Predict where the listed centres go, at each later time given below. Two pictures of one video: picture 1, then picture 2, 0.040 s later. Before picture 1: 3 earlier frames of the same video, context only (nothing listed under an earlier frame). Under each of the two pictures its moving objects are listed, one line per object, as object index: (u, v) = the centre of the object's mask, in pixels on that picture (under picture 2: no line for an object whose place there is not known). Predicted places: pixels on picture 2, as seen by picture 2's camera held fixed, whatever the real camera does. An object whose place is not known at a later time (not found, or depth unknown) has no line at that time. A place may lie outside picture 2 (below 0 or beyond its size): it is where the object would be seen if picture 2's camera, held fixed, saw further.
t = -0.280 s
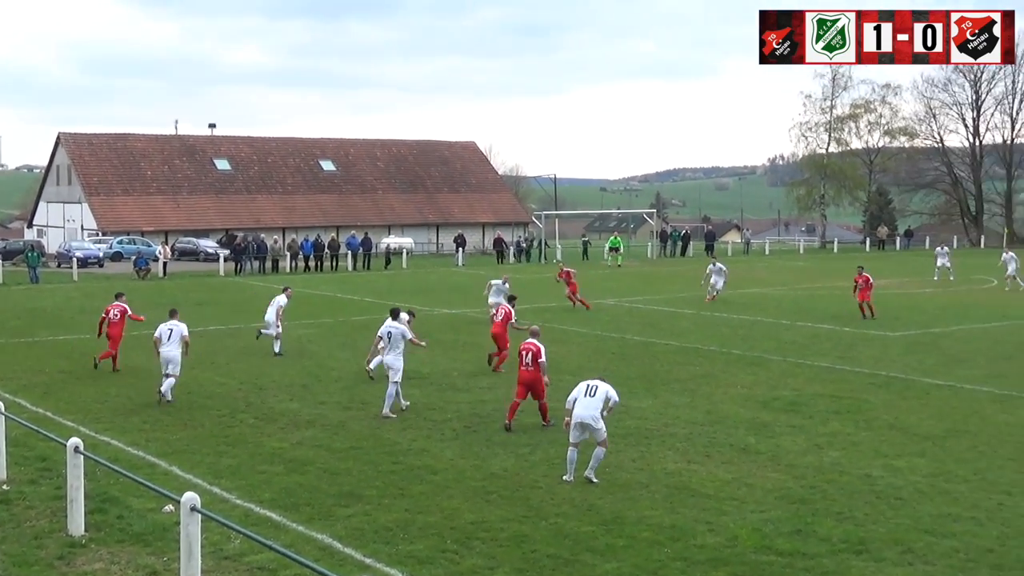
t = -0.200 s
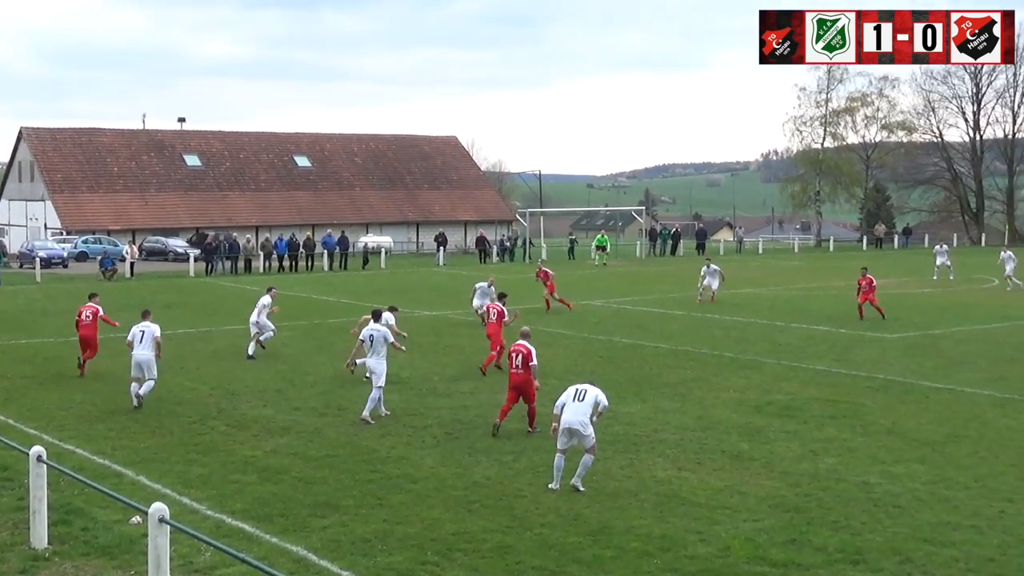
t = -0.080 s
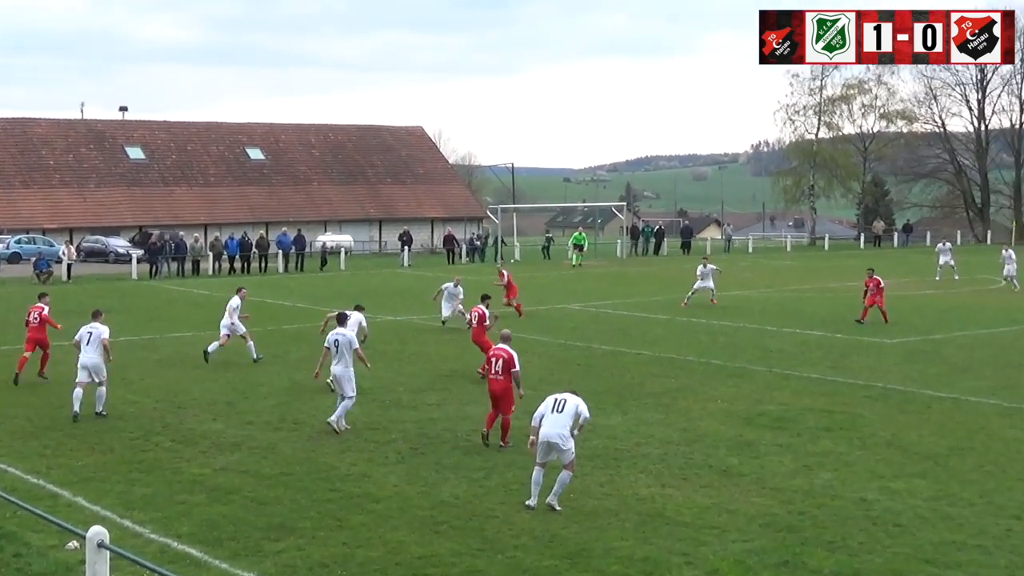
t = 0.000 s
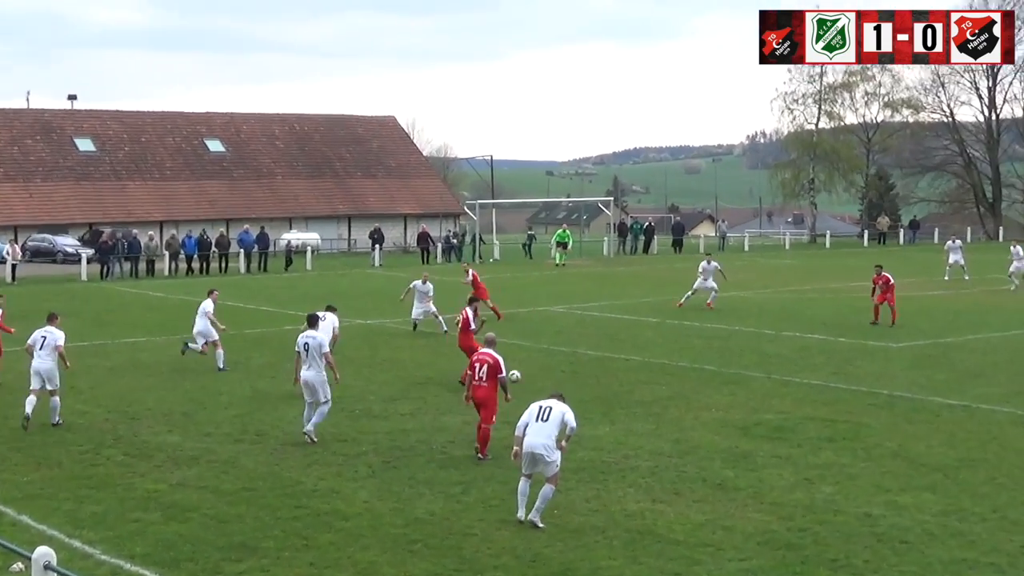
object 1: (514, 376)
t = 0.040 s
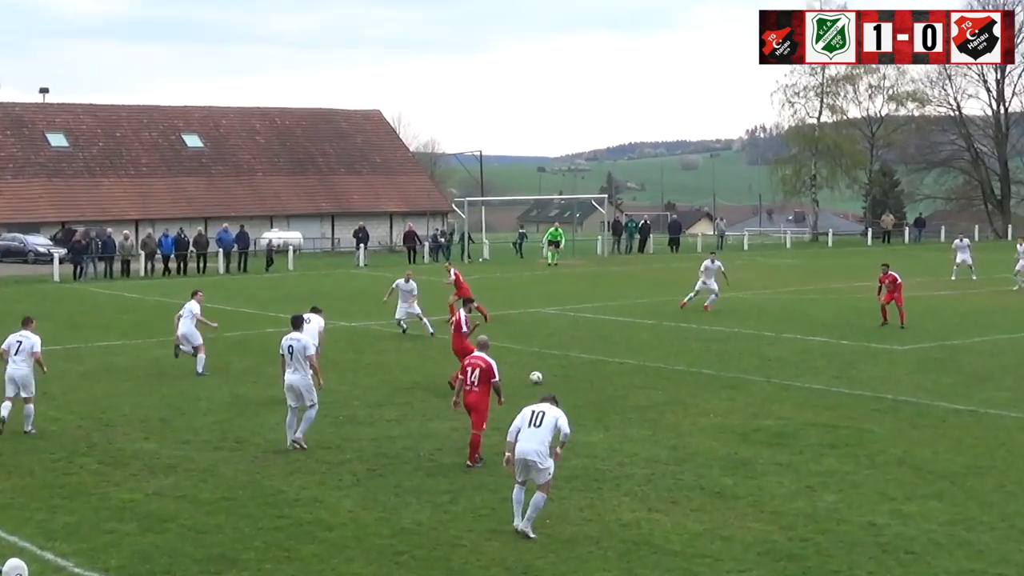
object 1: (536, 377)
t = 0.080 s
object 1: (564, 376)
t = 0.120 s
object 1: (591, 374)
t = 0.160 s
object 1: (617, 369)
